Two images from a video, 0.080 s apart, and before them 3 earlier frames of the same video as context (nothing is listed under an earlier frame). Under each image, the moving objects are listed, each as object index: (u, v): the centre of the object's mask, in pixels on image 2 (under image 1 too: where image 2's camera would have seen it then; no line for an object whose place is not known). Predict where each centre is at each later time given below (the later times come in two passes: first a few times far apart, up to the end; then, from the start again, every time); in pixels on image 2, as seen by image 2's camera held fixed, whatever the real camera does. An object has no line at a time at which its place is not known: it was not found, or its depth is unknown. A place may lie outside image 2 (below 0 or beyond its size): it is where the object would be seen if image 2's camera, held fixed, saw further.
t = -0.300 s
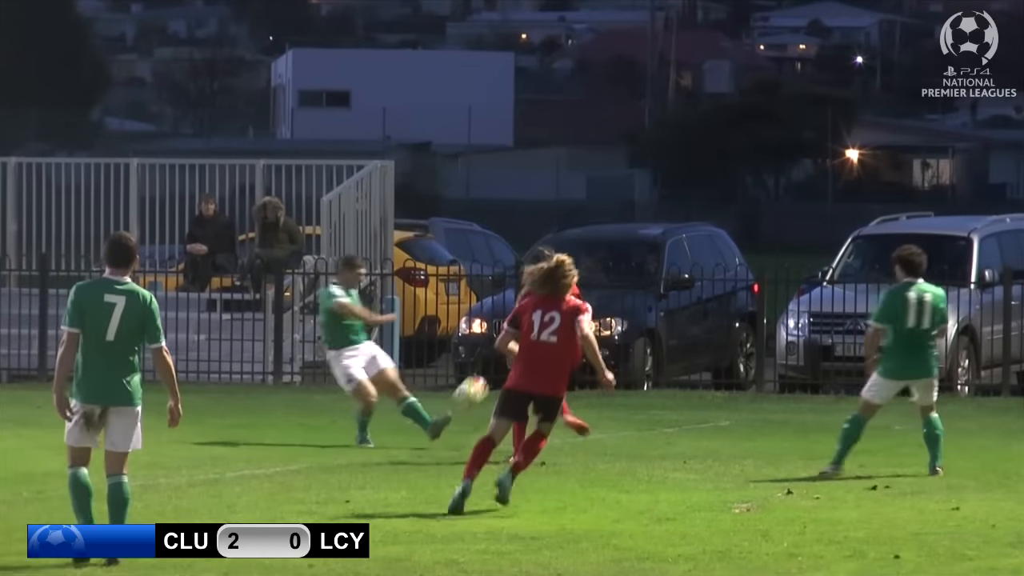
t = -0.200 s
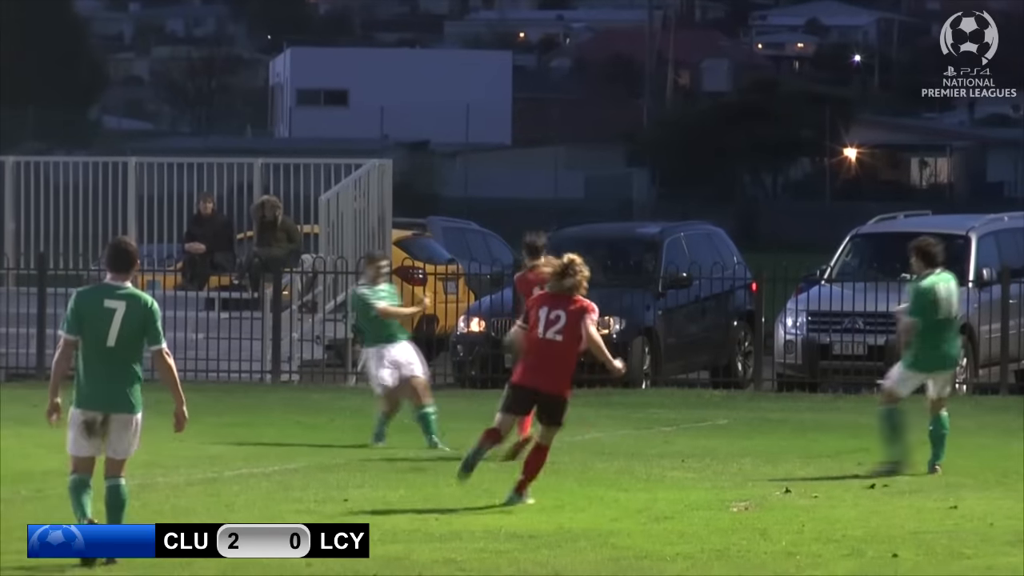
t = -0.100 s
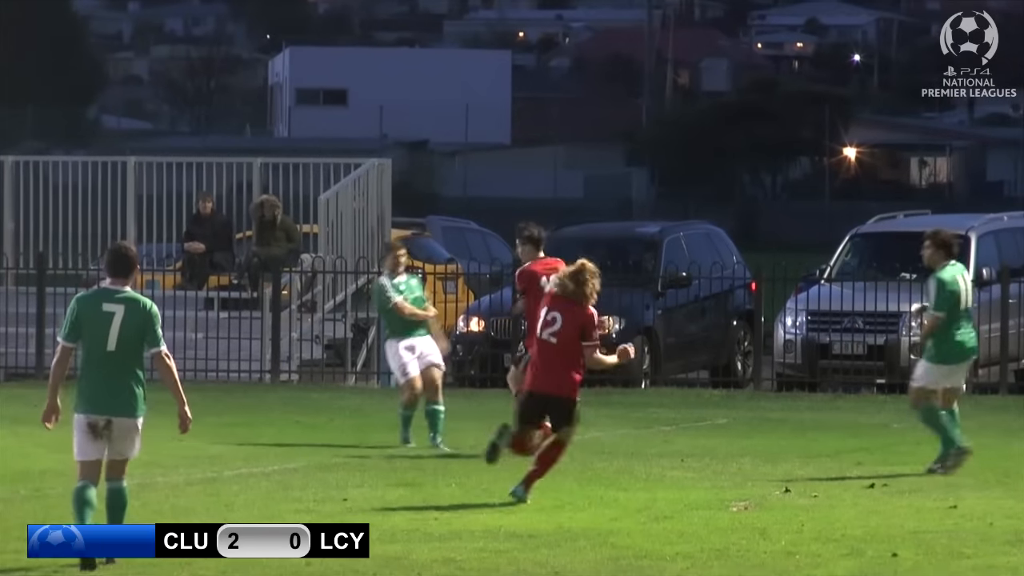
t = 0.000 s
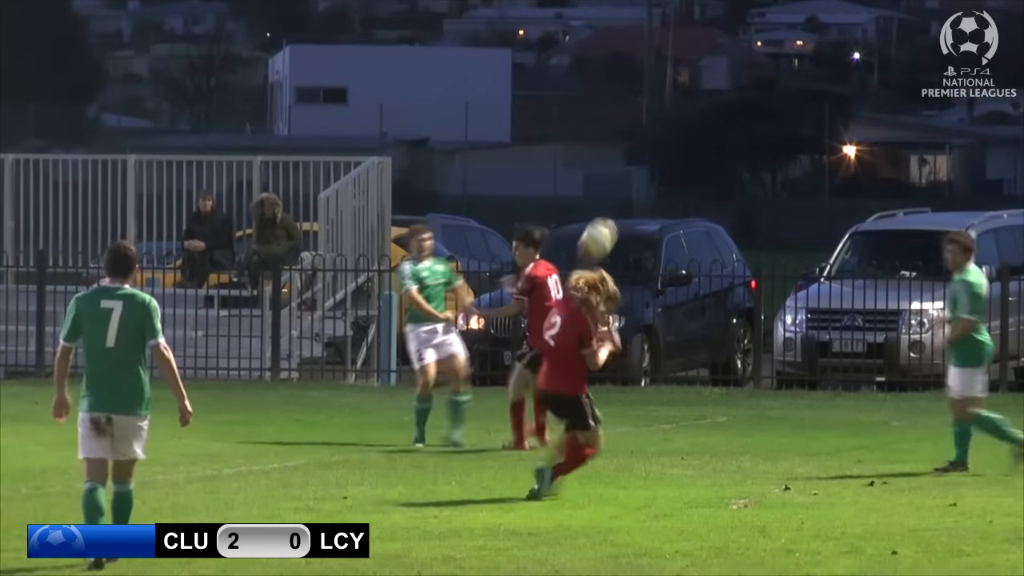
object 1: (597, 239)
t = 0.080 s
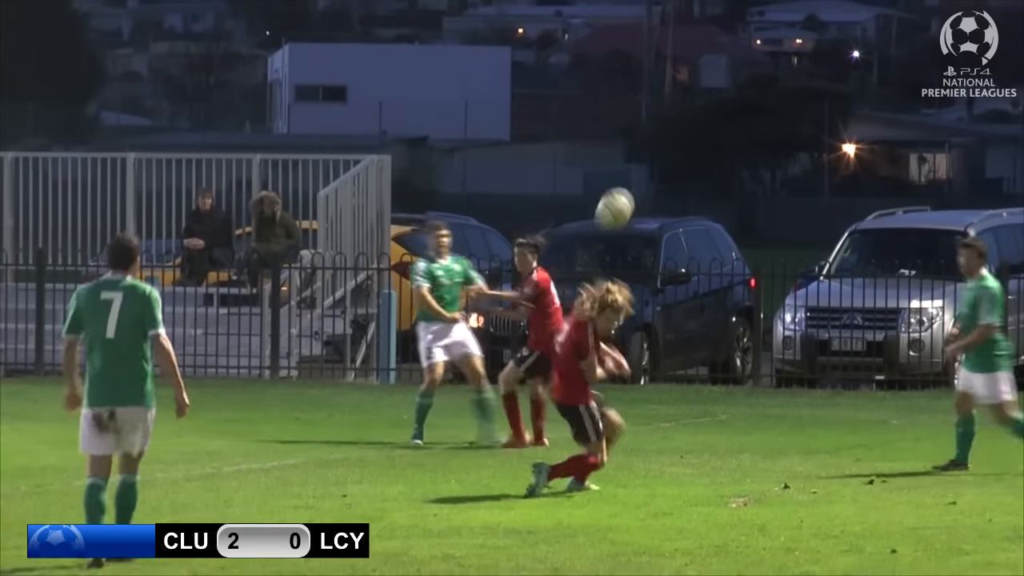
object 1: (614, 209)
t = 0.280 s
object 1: (628, 164)
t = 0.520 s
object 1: (579, 178)
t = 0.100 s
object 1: (616, 206)
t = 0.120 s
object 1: (621, 197)
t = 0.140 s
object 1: (622, 195)
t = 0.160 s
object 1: (625, 187)
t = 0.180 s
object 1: (626, 185)
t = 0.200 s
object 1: (628, 178)
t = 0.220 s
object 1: (628, 176)
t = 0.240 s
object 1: (629, 170)
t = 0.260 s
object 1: (629, 169)
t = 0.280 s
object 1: (628, 164)
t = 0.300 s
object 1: (627, 164)
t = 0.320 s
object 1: (625, 161)
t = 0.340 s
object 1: (624, 161)
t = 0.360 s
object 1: (620, 160)
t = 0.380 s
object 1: (619, 160)
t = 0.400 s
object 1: (613, 161)
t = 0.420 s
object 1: (611, 162)
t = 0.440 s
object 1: (604, 164)
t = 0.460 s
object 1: (601, 165)
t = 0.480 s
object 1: (593, 169)
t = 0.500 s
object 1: (590, 171)
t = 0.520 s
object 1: (579, 178)
